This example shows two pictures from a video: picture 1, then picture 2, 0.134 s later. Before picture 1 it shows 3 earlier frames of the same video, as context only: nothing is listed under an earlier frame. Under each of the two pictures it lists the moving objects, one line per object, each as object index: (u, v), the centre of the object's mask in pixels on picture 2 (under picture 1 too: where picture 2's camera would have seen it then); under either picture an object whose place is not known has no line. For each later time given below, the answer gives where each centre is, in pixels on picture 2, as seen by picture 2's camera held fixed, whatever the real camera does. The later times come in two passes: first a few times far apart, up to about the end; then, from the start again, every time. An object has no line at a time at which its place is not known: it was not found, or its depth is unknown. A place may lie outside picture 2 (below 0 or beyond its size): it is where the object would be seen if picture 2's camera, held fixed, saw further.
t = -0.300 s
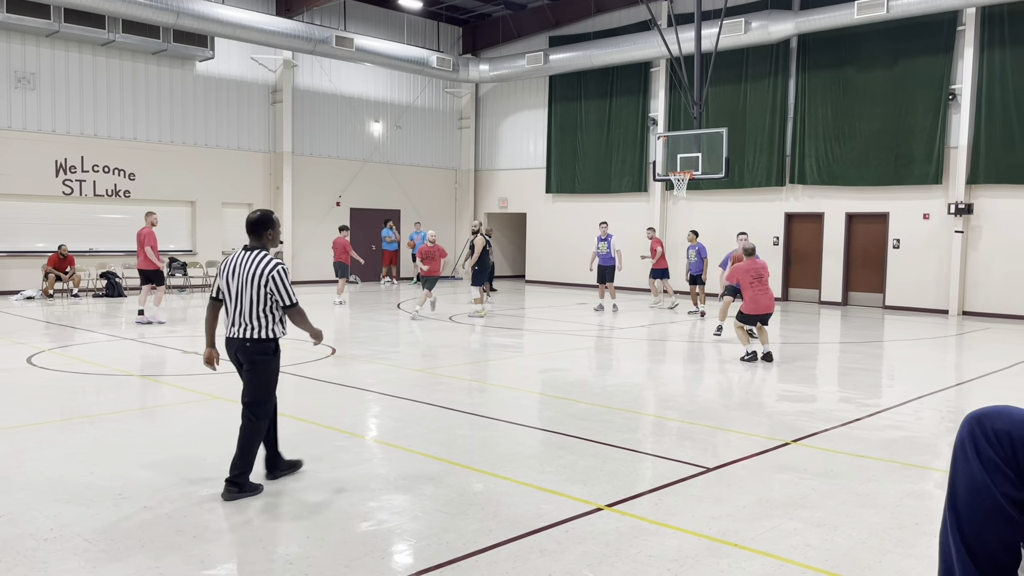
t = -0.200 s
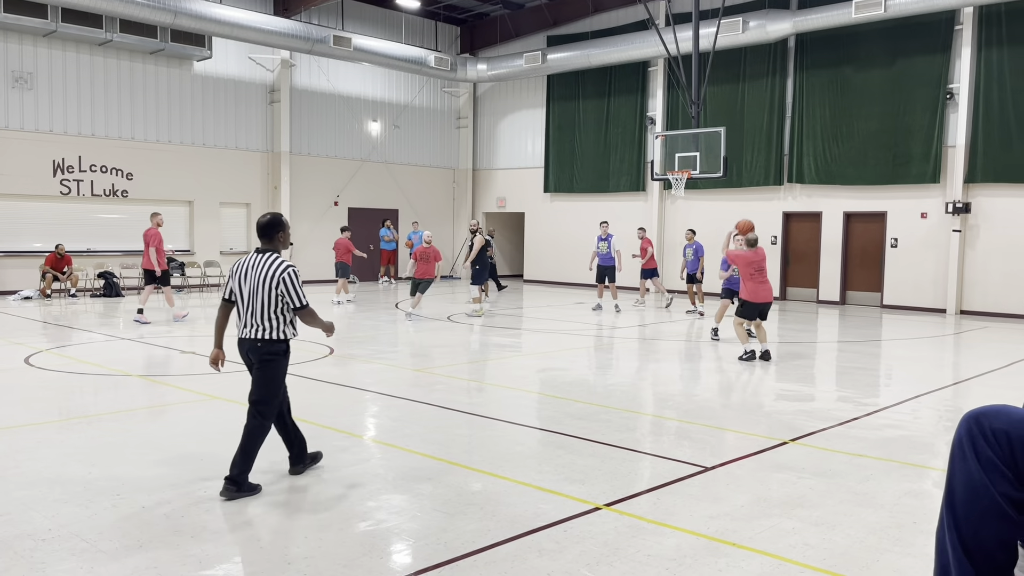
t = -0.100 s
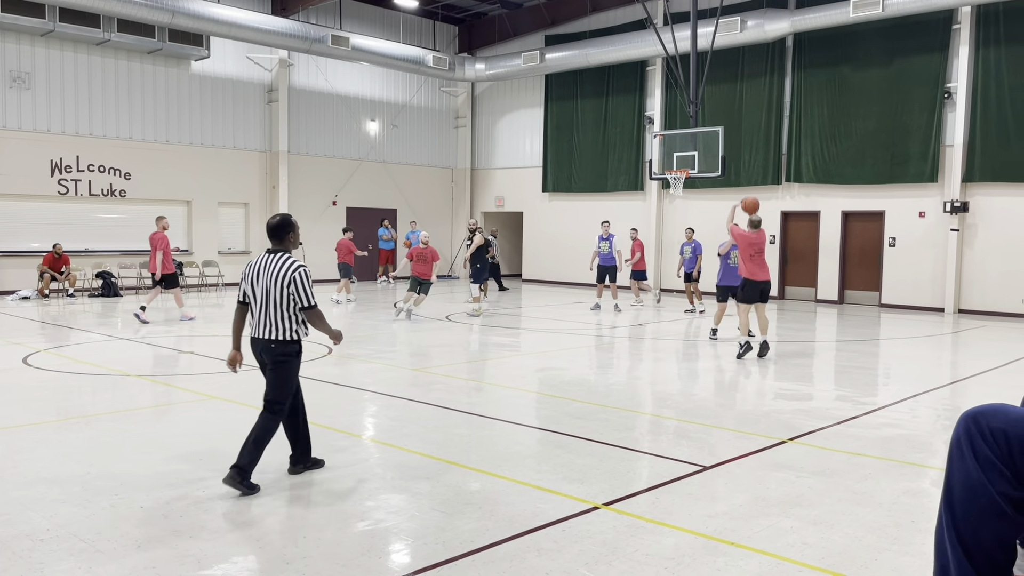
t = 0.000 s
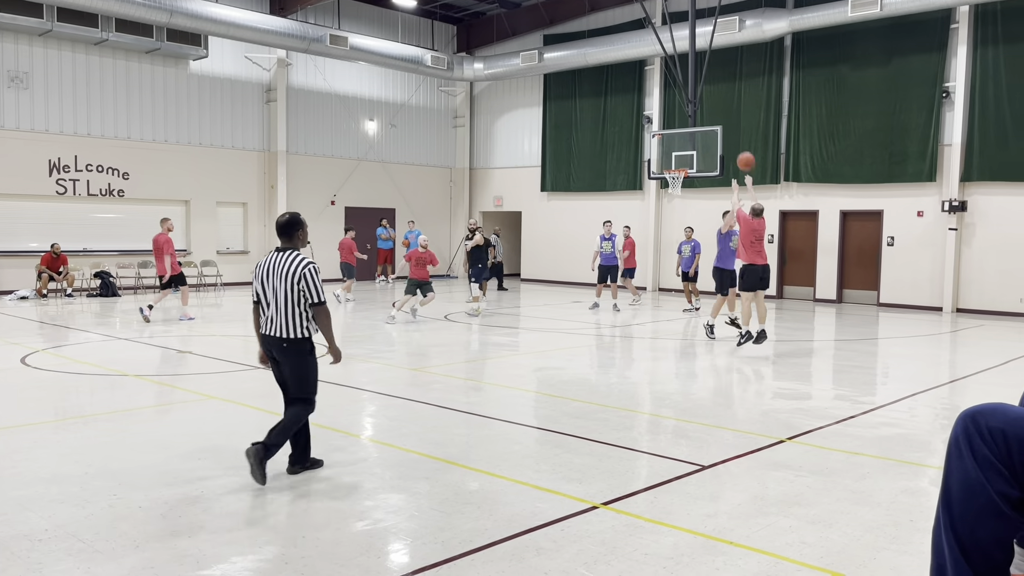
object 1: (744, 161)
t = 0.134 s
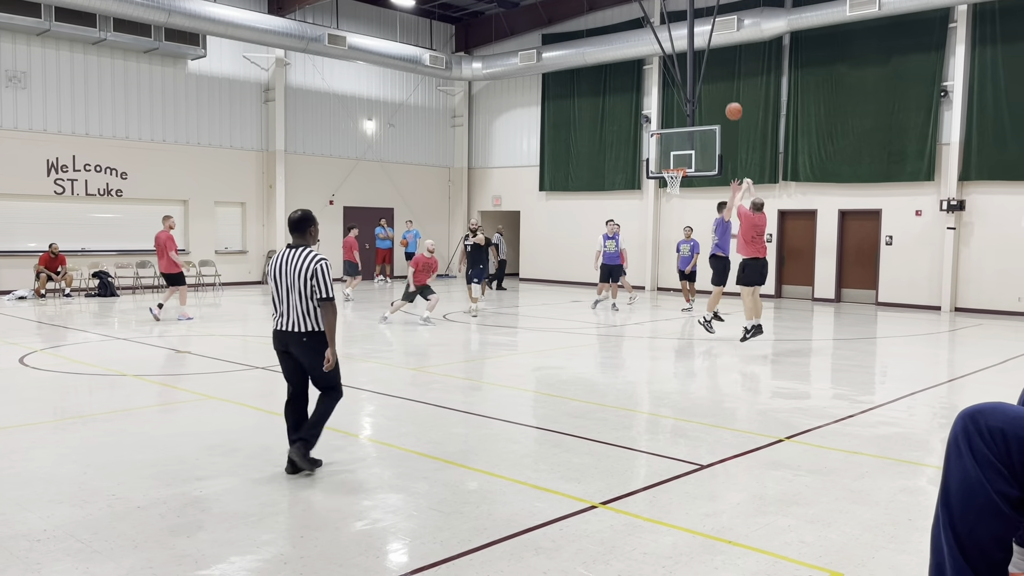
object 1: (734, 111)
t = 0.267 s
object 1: (724, 80)
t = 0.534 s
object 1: (708, 57)
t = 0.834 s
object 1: (693, 80)
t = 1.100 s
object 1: (681, 130)
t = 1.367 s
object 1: (664, 175)
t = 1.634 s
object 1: (670, 178)
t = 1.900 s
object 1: (675, 209)
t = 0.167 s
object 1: (731, 102)
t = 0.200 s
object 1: (729, 93)
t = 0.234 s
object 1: (727, 86)
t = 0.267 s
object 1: (724, 80)
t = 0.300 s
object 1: (722, 74)
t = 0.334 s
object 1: (720, 69)
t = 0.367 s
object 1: (718, 66)
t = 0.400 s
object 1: (716, 62)
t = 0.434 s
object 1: (714, 60)
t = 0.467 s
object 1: (712, 58)
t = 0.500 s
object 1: (710, 57)
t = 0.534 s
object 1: (708, 57)
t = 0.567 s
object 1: (706, 57)
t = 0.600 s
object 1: (705, 58)
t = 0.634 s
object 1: (703, 60)
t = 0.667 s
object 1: (701, 62)
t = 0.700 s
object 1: (699, 65)
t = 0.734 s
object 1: (698, 68)
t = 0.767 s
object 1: (696, 72)
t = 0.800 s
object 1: (695, 76)
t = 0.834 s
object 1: (693, 80)
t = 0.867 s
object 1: (692, 85)
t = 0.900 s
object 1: (690, 90)
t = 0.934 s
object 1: (689, 96)
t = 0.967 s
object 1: (687, 102)
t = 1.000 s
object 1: (686, 109)
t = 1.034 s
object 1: (684, 116)
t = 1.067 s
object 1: (682, 122)
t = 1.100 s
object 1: (681, 130)
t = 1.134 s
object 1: (679, 138)
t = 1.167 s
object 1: (678, 146)
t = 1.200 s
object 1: (677, 154)
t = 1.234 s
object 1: (676, 163)
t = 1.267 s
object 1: (673, 168)
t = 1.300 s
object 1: (668, 174)
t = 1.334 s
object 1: (666, 176)
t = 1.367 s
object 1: (664, 175)
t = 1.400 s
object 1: (664, 174)
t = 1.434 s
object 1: (665, 175)
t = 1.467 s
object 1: (665, 175)
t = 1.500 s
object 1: (667, 176)
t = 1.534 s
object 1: (668, 176)
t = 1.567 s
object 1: (668, 176)
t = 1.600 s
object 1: (669, 177)
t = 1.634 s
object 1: (670, 178)
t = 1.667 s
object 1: (671, 180)
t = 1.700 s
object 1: (671, 183)
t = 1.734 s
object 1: (672, 186)
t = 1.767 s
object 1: (672, 189)
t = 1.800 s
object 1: (673, 194)
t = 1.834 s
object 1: (674, 198)
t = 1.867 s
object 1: (674, 203)
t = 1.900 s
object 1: (675, 209)
